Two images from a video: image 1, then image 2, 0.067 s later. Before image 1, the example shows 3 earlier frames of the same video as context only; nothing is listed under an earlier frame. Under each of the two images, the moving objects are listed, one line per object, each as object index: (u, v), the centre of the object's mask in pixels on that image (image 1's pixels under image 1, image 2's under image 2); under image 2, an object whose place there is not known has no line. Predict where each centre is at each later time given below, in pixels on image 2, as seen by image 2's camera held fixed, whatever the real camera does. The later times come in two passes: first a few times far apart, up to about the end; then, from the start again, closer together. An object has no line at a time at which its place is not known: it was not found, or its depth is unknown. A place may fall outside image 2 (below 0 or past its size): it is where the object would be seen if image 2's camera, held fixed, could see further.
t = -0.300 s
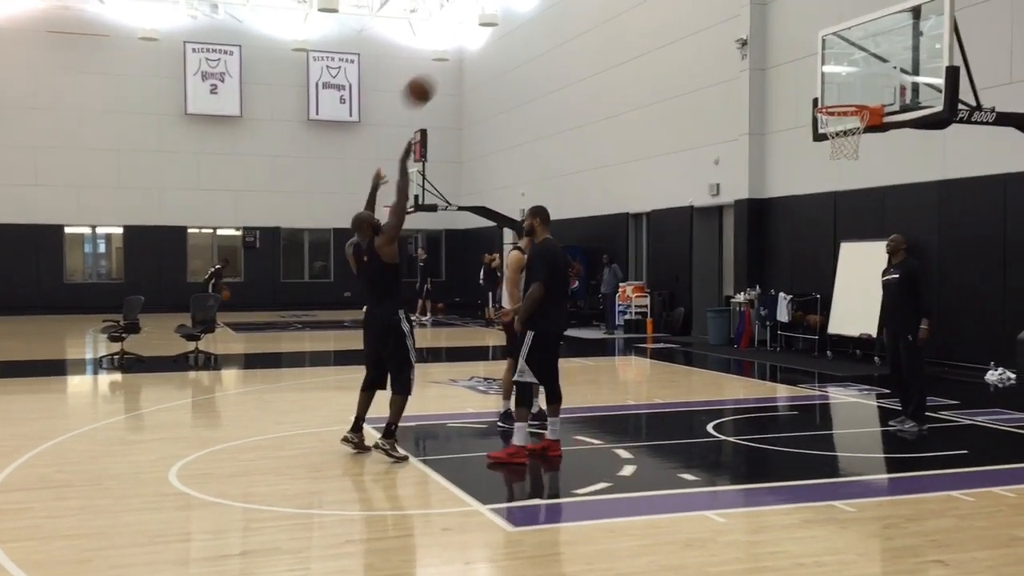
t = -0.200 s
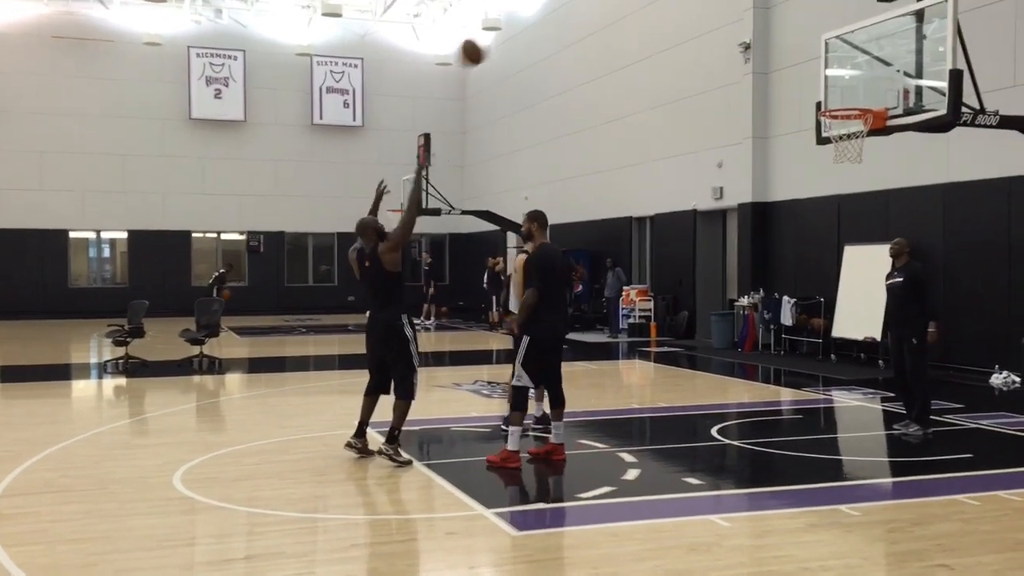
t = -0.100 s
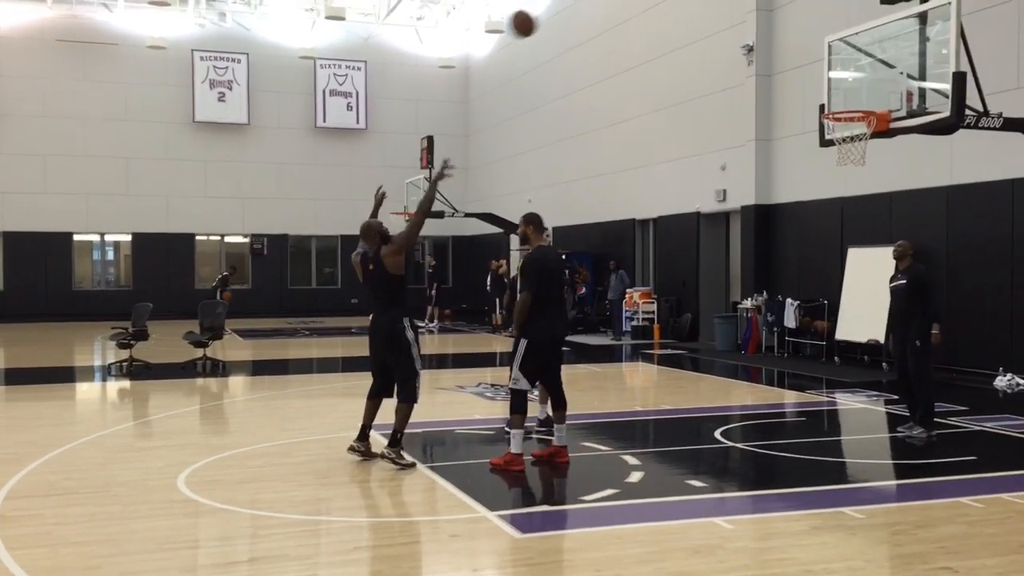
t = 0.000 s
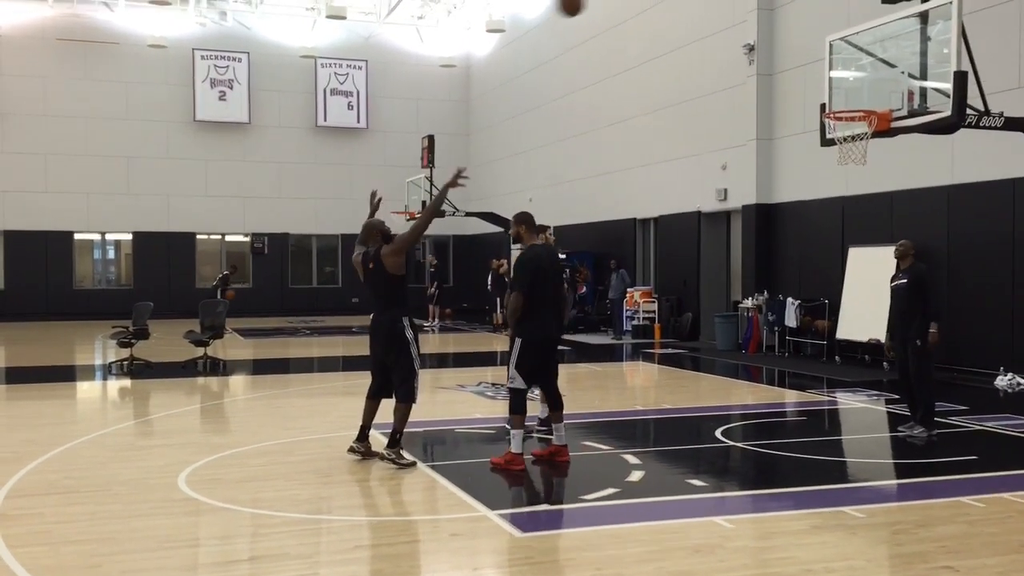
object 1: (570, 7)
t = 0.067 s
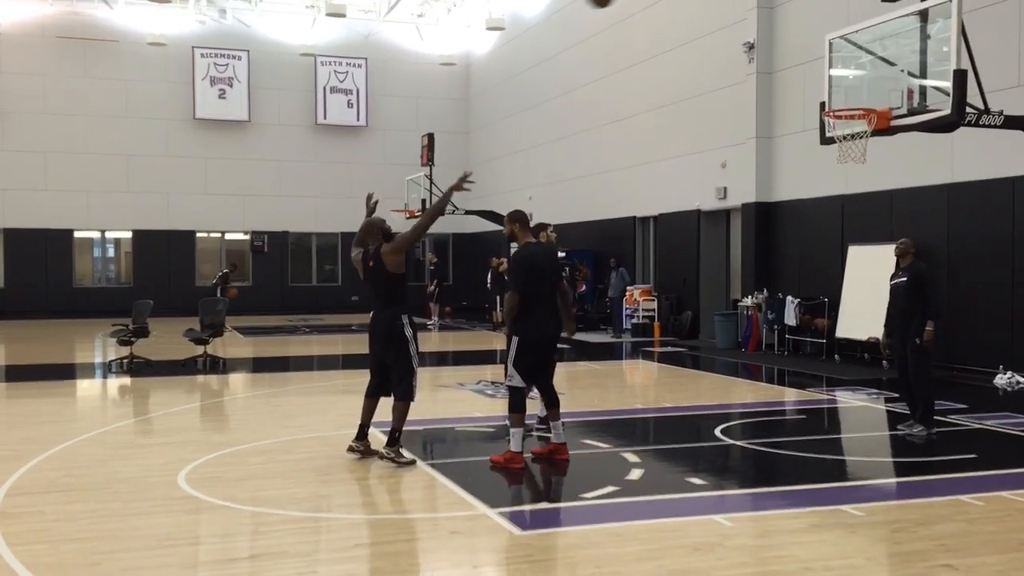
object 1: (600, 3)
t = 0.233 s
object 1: (674, 7)
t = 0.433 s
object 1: (756, 42)
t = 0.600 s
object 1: (817, 102)
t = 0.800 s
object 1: (774, 62)
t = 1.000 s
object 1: (732, 63)
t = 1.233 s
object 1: (684, 115)
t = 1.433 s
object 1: (644, 202)
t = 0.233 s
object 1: (674, 7)
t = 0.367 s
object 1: (729, 22)
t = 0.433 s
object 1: (756, 42)
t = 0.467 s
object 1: (770, 52)
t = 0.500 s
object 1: (783, 64)
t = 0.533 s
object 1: (796, 78)
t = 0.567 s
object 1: (809, 92)
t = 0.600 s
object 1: (817, 102)
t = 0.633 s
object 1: (809, 92)
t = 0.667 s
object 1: (803, 84)
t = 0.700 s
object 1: (796, 77)
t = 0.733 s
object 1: (789, 71)
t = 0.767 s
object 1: (782, 66)
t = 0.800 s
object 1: (774, 62)
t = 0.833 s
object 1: (768, 59)
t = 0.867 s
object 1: (760, 57)
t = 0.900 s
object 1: (754, 57)
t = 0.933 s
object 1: (747, 58)
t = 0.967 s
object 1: (740, 59)
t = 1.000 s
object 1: (732, 63)
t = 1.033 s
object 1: (726, 66)
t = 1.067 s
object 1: (719, 71)
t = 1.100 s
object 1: (712, 78)
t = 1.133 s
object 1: (705, 85)
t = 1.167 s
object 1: (698, 94)
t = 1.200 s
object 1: (691, 104)
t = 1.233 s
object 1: (684, 115)
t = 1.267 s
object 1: (677, 127)
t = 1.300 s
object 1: (671, 140)
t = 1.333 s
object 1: (664, 154)
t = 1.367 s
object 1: (657, 169)
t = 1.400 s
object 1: (651, 184)
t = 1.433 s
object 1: (644, 202)
